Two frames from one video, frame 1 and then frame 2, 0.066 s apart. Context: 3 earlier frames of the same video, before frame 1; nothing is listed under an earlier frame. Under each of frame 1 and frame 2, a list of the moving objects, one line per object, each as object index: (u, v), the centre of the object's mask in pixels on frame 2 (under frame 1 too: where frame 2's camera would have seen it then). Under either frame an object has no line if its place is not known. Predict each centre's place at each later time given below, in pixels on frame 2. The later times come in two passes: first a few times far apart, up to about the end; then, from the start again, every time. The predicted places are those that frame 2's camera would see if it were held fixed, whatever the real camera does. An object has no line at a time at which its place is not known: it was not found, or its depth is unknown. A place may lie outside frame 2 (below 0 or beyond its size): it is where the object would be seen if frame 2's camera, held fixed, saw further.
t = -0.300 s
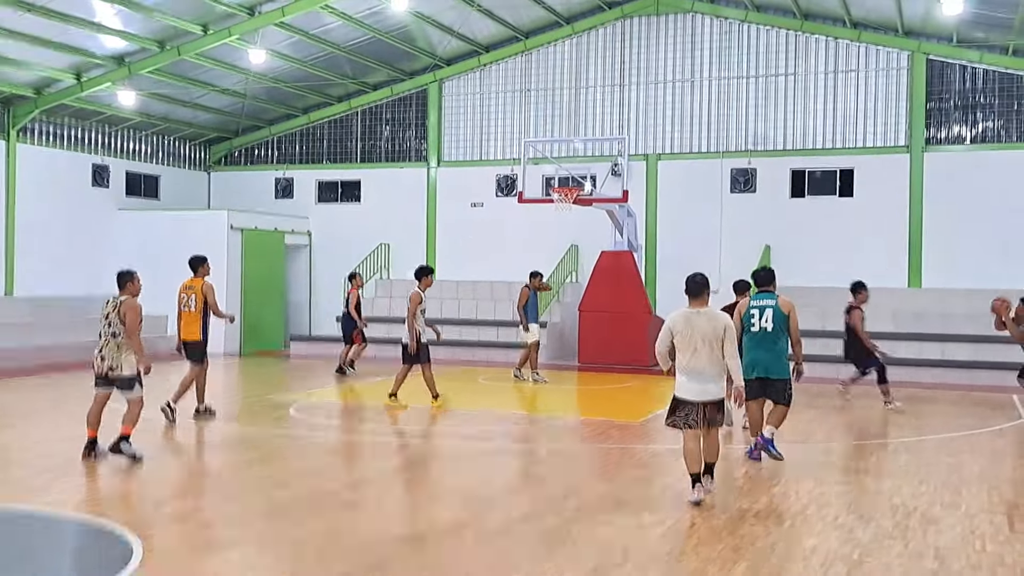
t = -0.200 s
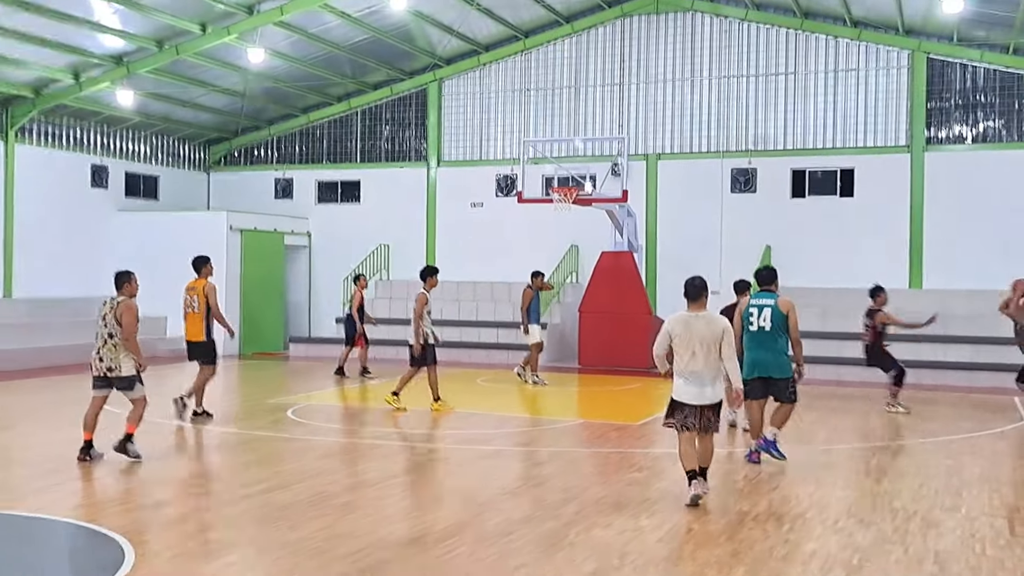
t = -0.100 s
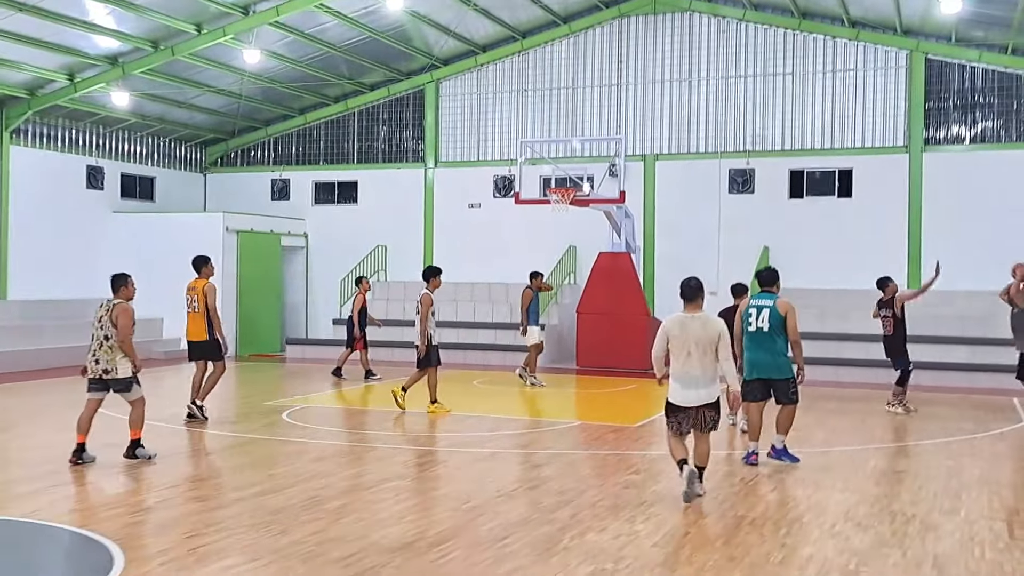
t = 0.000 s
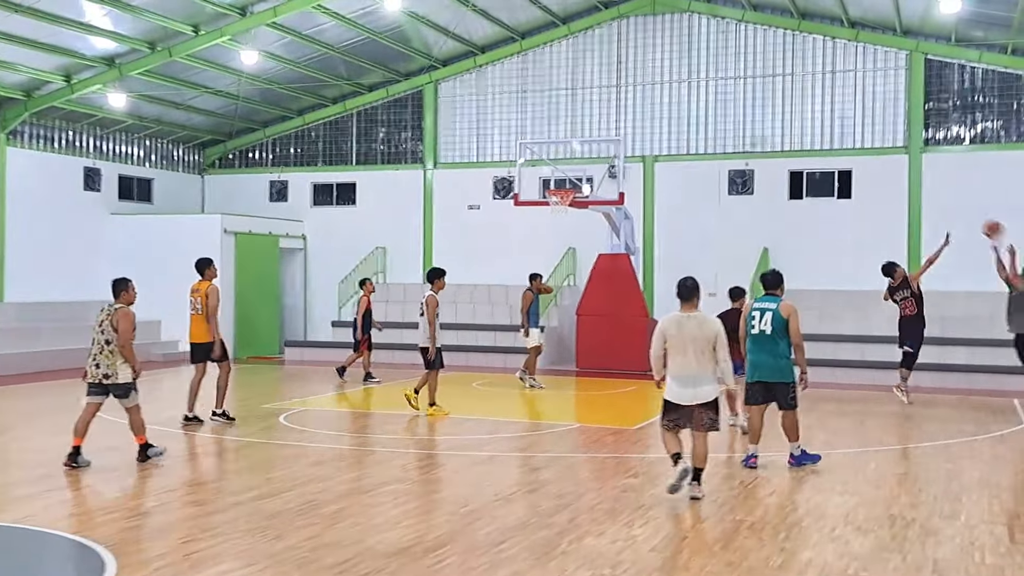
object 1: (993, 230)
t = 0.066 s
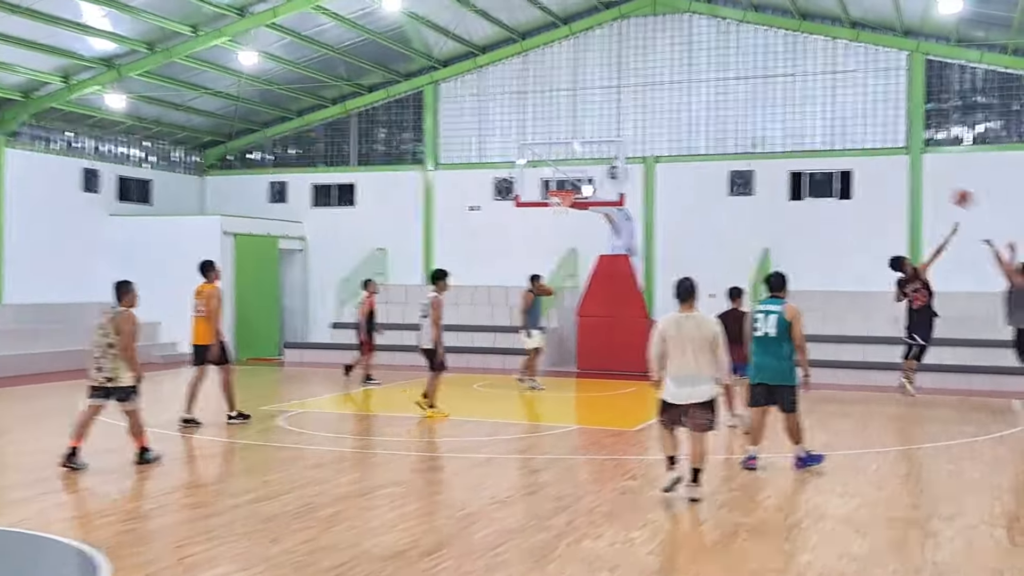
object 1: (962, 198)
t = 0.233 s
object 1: (889, 140)
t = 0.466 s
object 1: (796, 91)
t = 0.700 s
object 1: (711, 87)
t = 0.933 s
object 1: (636, 116)
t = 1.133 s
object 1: (576, 167)
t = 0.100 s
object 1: (947, 184)
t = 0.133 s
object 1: (933, 171)
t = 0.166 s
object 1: (917, 159)
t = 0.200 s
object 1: (903, 149)
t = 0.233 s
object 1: (889, 140)
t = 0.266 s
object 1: (875, 129)
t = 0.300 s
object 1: (862, 121)
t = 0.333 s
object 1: (848, 113)
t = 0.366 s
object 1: (835, 106)
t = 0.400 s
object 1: (822, 100)
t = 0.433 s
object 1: (809, 96)
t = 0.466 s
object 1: (796, 91)
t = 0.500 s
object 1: (783, 89)
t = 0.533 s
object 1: (771, 86)
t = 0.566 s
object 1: (759, 85)
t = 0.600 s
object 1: (747, 84)
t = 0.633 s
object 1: (735, 84)
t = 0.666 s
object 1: (722, 86)
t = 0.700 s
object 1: (711, 87)
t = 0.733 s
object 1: (700, 88)
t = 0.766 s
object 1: (688, 90)
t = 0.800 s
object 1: (677, 95)
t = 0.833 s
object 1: (666, 100)
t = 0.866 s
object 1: (656, 104)
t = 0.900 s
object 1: (647, 110)
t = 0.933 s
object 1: (636, 116)
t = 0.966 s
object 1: (625, 124)
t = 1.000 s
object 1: (615, 130)
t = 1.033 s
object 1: (607, 139)
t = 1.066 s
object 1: (595, 148)
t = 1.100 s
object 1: (586, 157)
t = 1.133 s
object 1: (576, 167)
